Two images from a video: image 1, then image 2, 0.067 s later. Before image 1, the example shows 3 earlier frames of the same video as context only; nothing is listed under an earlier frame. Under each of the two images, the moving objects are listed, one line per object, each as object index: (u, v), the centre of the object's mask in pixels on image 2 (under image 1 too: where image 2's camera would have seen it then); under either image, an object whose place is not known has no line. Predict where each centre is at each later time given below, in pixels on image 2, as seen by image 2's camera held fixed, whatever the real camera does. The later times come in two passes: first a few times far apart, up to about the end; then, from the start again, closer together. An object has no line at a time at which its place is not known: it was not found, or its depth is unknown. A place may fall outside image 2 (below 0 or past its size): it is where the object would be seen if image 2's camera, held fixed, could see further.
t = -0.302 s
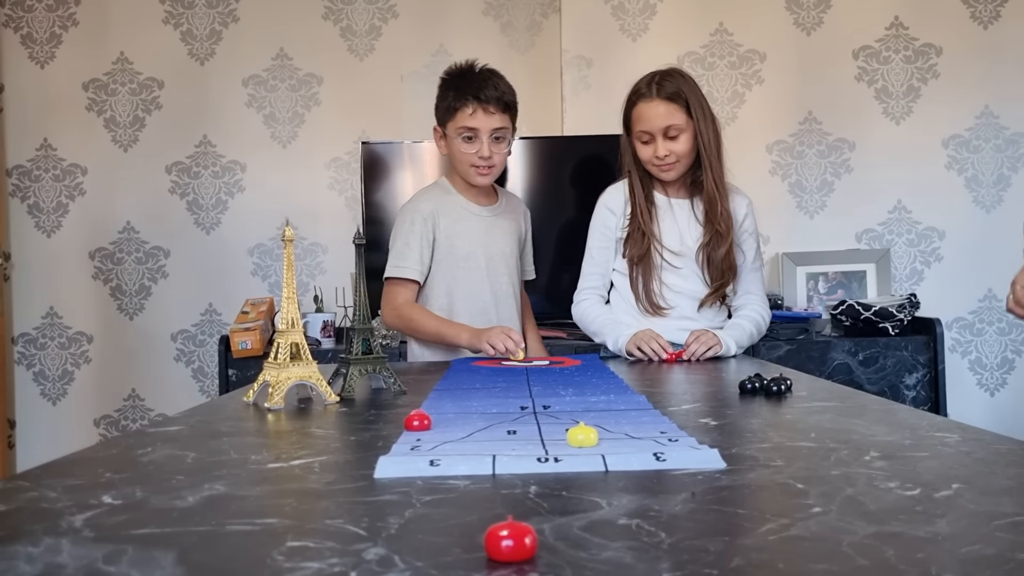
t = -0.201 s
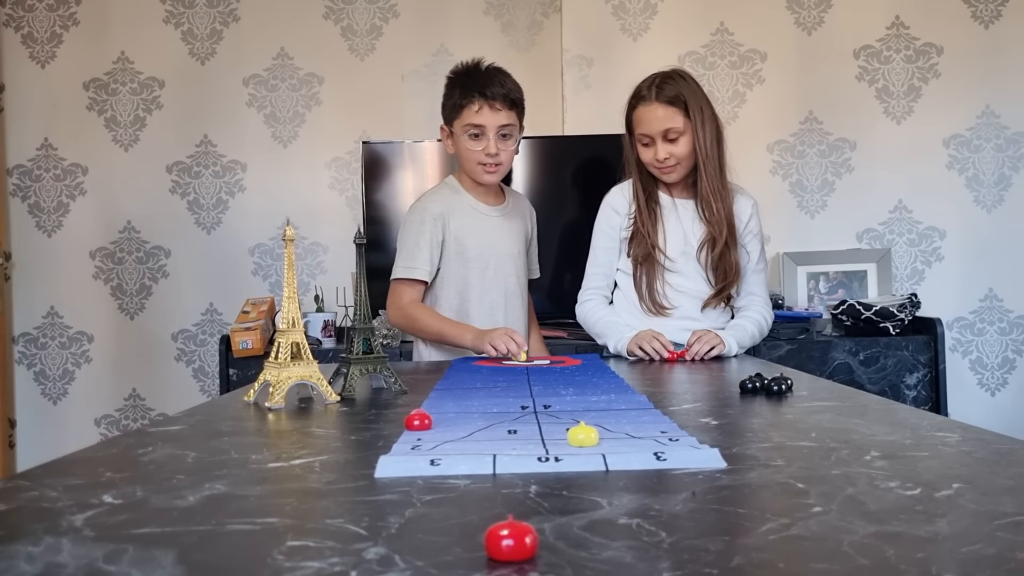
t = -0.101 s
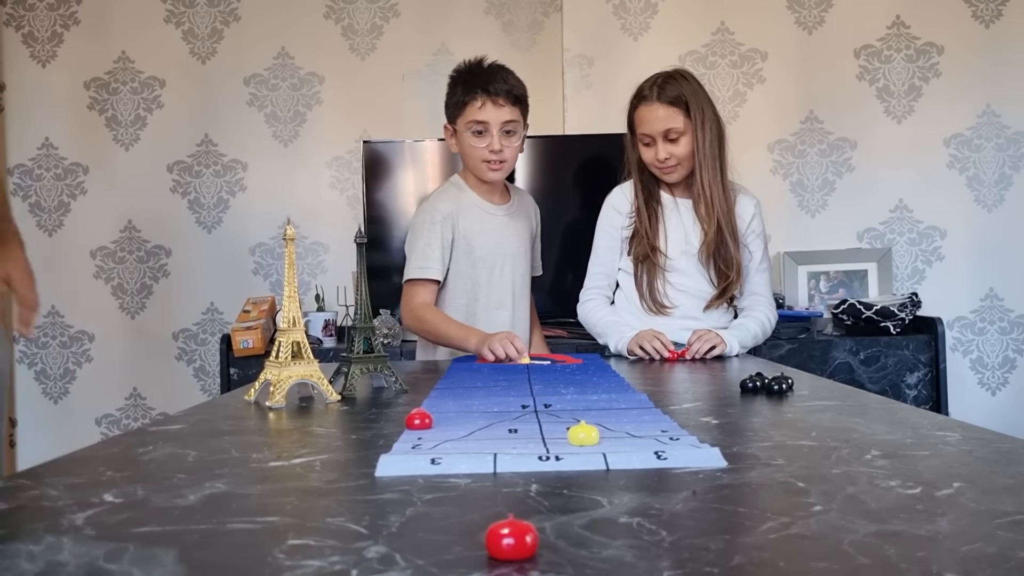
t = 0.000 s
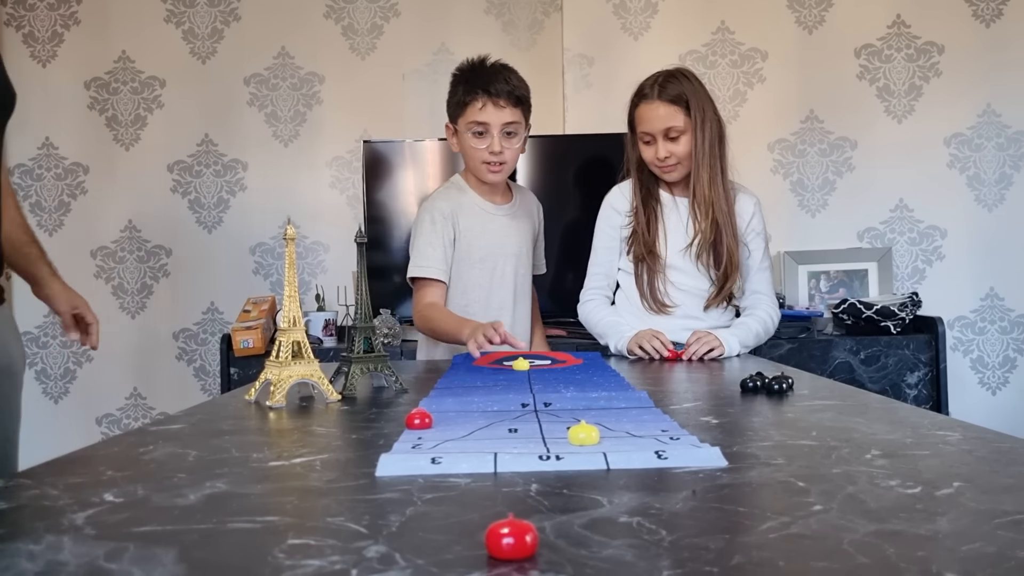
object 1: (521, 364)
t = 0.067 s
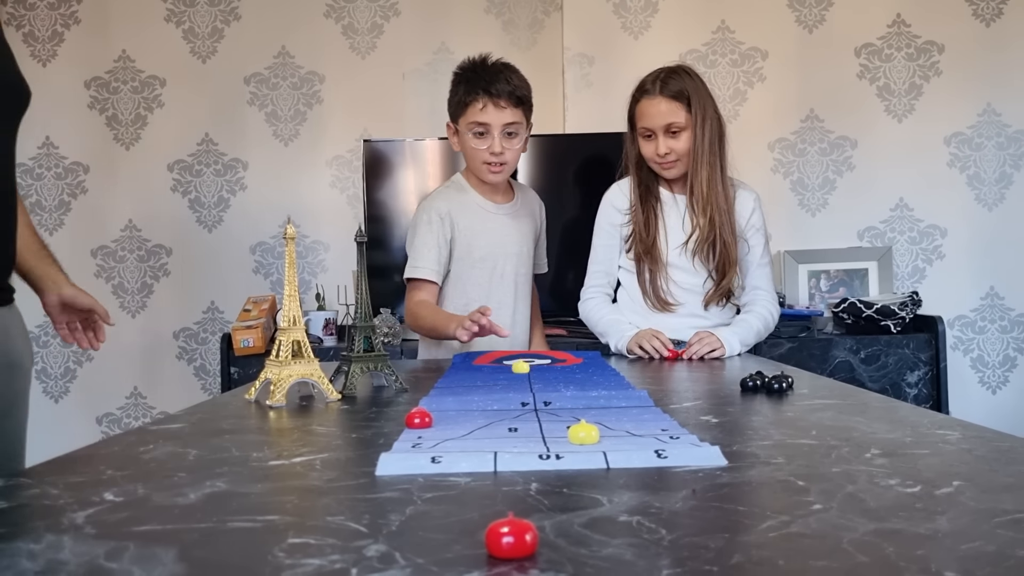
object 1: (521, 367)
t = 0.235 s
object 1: (519, 379)
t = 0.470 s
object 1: (518, 393)
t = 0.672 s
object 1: (513, 406)
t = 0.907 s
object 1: (505, 419)
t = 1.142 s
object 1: (499, 427)
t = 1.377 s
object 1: (495, 432)
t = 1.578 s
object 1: (495, 433)
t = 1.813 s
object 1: (495, 433)
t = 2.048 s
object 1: (495, 433)
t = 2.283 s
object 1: (495, 433)
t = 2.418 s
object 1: (495, 433)
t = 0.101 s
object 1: (521, 369)
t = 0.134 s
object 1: (520, 371)
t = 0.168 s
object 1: (520, 375)
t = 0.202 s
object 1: (520, 377)
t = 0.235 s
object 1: (519, 379)
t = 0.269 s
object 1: (519, 381)
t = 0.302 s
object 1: (519, 382)
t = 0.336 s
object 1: (519, 385)
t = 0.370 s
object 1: (519, 387)
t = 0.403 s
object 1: (518, 389)
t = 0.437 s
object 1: (518, 391)
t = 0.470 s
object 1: (518, 393)
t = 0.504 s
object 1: (518, 395)
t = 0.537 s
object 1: (517, 398)
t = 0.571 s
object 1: (516, 400)
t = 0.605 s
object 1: (515, 402)
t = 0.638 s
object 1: (514, 404)
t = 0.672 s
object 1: (513, 406)
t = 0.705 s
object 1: (512, 408)
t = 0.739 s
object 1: (511, 410)
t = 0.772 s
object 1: (510, 412)
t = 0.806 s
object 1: (508, 414)
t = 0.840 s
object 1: (507, 416)
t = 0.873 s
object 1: (506, 417)
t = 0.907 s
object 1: (505, 419)
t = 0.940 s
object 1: (505, 421)
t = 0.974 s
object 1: (504, 422)
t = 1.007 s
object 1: (503, 423)
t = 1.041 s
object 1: (502, 425)
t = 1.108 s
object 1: (500, 427)
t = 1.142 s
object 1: (499, 427)
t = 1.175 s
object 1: (498, 429)
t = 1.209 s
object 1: (497, 430)
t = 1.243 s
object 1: (496, 430)
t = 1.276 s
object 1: (496, 431)
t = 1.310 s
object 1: (496, 432)
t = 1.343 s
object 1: (495, 432)
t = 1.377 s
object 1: (495, 432)
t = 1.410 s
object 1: (495, 433)
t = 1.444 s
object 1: (495, 433)
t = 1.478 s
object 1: (495, 433)
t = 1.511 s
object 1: (495, 433)
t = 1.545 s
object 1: (495, 433)
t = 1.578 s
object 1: (495, 433)
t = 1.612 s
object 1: (495, 433)
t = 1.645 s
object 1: (495, 433)
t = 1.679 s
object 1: (495, 433)
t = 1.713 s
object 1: (495, 433)
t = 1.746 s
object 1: (495, 433)
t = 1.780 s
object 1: (495, 433)
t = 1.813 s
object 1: (495, 433)
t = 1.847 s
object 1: (495, 433)
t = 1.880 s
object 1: (495, 433)
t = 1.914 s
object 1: (495, 433)
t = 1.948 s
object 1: (495, 433)
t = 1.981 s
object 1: (495, 433)
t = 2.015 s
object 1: (495, 433)
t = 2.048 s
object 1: (495, 433)
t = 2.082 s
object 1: (495, 433)
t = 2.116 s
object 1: (495, 433)
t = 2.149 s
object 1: (495, 433)
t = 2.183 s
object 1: (495, 433)
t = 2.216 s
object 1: (495, 433)
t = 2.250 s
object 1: (495, 433)
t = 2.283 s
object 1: (495, 433)
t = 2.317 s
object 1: (495, 433)
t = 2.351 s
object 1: (495, 433)
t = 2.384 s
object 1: (495, 433)
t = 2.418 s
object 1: (495, 433)
